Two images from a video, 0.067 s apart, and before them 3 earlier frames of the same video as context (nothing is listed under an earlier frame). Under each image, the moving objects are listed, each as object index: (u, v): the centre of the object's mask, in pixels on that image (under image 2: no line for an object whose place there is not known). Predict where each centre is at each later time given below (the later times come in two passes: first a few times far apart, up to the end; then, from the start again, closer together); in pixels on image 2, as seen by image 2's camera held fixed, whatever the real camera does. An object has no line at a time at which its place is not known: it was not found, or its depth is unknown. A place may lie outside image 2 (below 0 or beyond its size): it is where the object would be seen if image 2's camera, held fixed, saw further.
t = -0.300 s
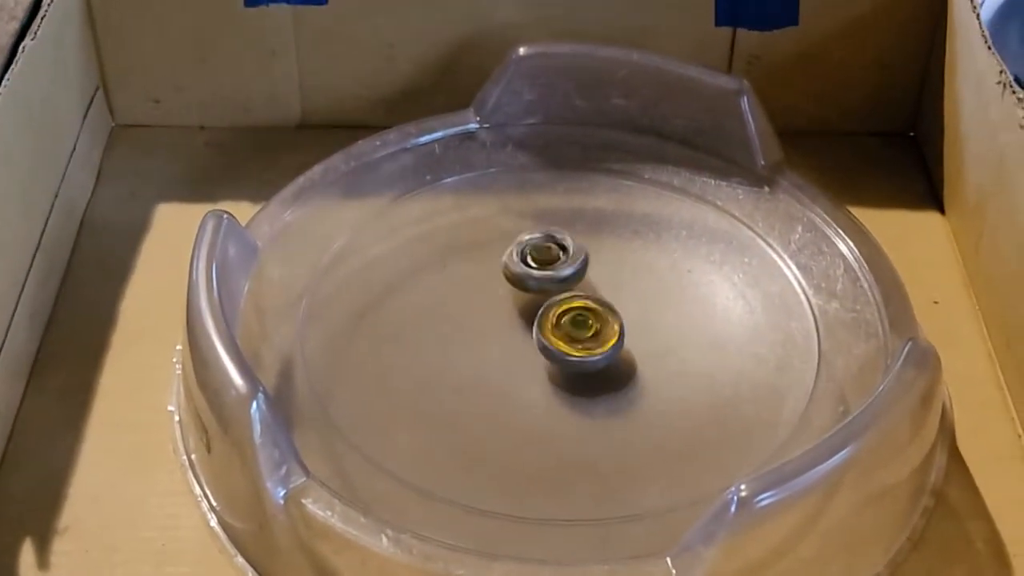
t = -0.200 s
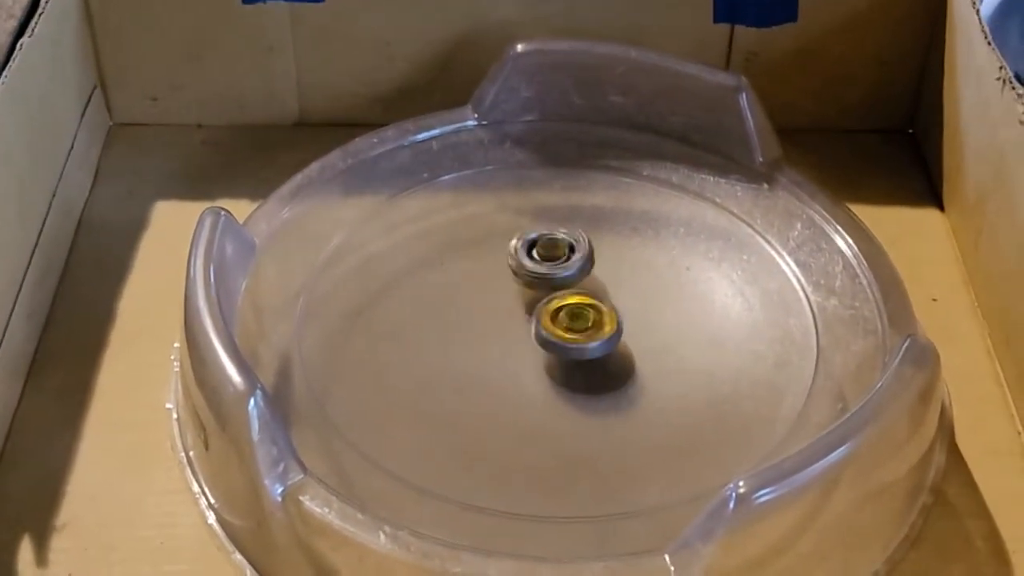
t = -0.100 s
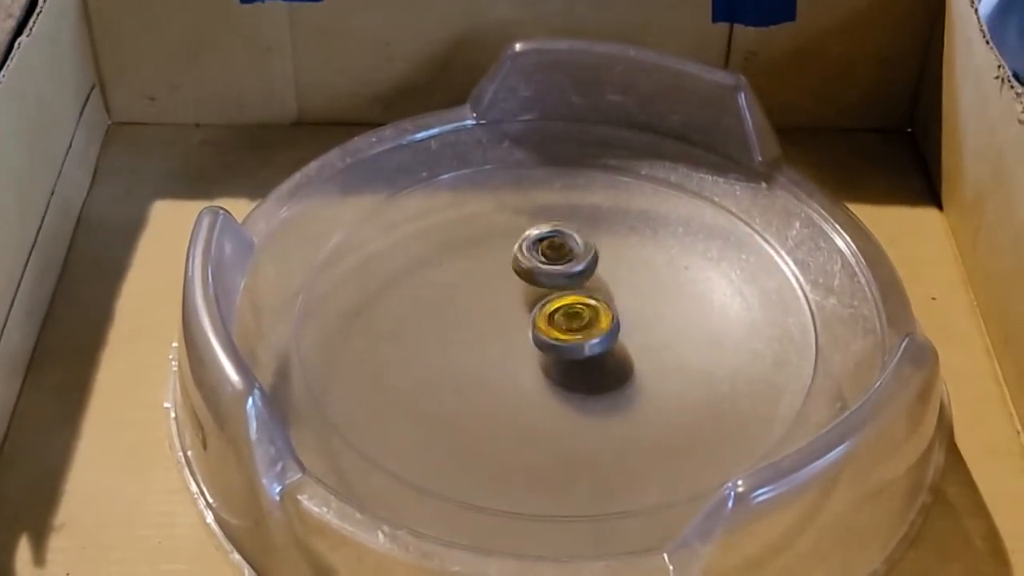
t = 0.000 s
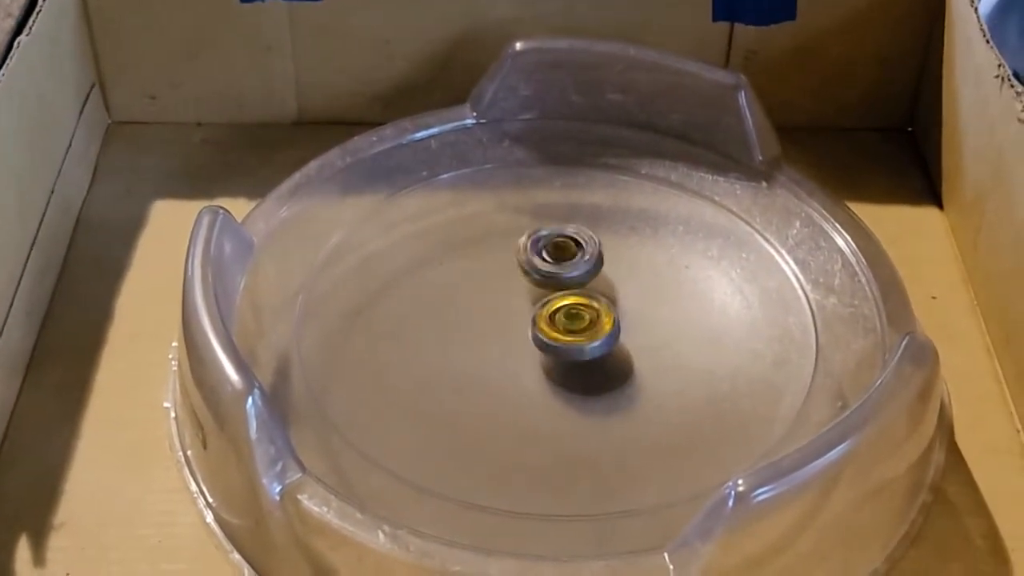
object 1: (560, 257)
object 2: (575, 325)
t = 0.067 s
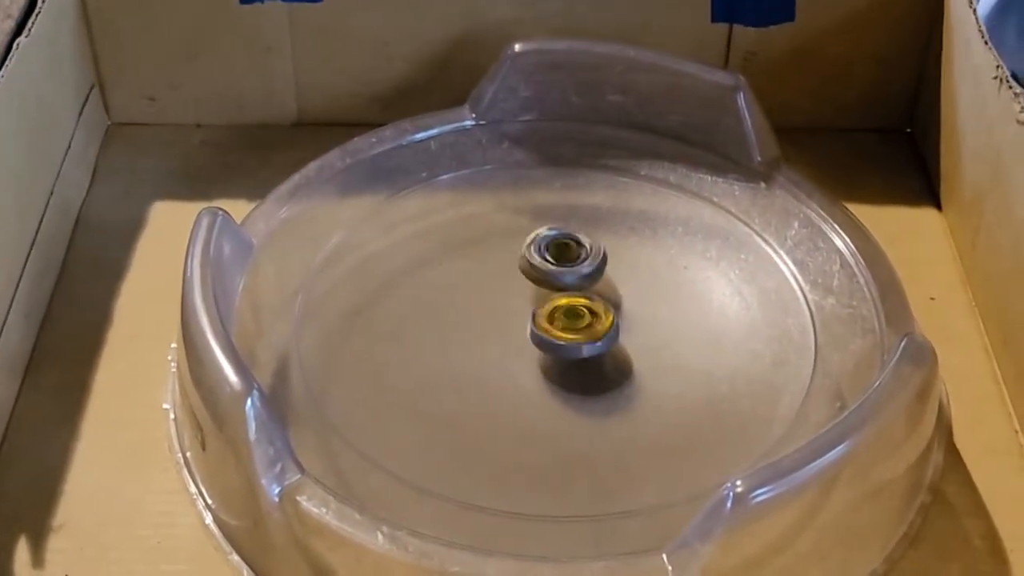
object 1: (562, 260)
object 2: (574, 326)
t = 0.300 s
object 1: (573, 259)
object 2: (569, 327)
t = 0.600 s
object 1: (590, 260)
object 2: (564, 328)
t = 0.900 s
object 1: (614, 275)
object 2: (557, 328)
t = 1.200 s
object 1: (642, 298)
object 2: (549, 331)
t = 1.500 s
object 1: (651, 330)
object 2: (547, 331)
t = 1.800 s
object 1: (629, 363)
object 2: (548, 329)
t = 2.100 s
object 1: (584, 387)
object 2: (540, 326)
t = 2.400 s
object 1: (535, 386)
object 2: (550, 321)
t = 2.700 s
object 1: (512, 385)
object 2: (559, 326)
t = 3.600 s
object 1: (515, 367)
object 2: (581, 327)
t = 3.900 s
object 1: (536, 374)
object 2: (578, 318)
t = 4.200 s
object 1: (548, 379)
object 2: (578, 320)
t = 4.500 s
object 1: (547, 379)
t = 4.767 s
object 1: (547, 379)
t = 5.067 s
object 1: (547, 379)
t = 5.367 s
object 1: (547, 379)
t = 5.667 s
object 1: (547, 379)
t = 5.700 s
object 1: (547, 379)
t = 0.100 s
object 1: (563, 260)
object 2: (575, 326)
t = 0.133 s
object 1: (565, 258)
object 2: (574, 327)
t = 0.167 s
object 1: (567, 260)
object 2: (571, 326)
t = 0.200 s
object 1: (569, 260)
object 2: (572, 325)
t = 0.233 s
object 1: (570, 260)
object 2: (572, 326)
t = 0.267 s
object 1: (571, 261)
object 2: (571, 326)
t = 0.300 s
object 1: (573, 259)
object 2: (569, 327)
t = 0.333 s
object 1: (578, 255)
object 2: (566, 330)
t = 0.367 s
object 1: (581, 256)
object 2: (564, 328)
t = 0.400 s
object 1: (582, 256)
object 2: (565, 325)
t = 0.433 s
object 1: (583, 256)
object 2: (568, 327)
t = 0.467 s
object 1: (584, 256)
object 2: (566, 329)
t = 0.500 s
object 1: (585, 256)
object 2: (563, 329)
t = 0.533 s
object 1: (589, 258)
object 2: (563, 327)
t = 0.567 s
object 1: (590, 259)
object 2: (564, 328)
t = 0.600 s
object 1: (590, 260)
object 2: (564, 328)
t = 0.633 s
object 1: (590, 261)
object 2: (563, 328)
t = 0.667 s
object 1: (594, 261)
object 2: (562, 328)
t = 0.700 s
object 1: (597, 262)
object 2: (562, 326)
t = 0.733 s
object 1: (598, 264)
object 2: (563, 327)
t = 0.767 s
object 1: (601, 267)
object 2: (563, 328)
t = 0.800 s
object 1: (604, 270)
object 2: (561, 329)
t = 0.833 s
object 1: (607, 271)
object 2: (558, 329)
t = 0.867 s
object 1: (610, 273)
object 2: (558, 329)
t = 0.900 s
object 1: (614, 275)
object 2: (557, 328)
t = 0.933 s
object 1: (618, 279)
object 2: (557, 327)
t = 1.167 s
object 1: (634, 296)
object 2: (555, 329)
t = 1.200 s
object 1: (642, 298)
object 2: (549, 331)
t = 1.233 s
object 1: (647, 301)
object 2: (543, 330)
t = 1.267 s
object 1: (651, 305)
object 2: (544, 327)
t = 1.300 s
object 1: (653, 308)
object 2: (547, 328)
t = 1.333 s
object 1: (653, 312)
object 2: (548, 331)
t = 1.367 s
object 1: (655, 315)
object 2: (545, 333)
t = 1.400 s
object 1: (654, 319)
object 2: (543, 331)
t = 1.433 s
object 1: (654, 322)
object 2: (544, 330)
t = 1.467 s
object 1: (654, 326)
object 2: (545, 330)
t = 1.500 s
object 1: (651, 330)
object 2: (547, 331)
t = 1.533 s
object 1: (649, 334)
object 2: (546, 332)
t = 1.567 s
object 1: (646, 337)
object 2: (544, 332)
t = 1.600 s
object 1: (643, 341)
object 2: (542, 330)
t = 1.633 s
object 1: (638, 343)
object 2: (545, 330)
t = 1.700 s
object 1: (641, 354)
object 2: (542, 326)
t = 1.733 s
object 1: (640, 357)
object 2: (545, 324)
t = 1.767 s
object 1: (634, 359)
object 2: (549, 325)
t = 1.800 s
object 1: (629, 363)
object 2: (548, 329)
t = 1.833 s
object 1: (625, 368)
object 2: (544, 330)
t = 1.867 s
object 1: (619, 369)
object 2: (543, 329)
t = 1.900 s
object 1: (613, 372)
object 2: (543, 325)
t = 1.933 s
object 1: (609, 376)
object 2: (543, 322)
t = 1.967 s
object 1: (606, 380)
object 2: (544, 320)
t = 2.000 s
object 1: (600, 382)
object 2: (547, 322)
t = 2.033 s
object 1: (596, 387)
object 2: (547, 324)
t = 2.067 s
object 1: (589, 387)
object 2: (543, 327)
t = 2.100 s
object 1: (584, 387)
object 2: (540, 326)
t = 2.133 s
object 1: (579, 388)
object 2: (541, 323)
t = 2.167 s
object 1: (572, 387)
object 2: (540, 320)
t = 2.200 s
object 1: (567, 385)
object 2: (542, 323)
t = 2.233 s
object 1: (560, 387)
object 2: (545, 322)
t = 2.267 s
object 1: (556, 387)
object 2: (545, 321)
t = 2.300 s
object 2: (546, 321)
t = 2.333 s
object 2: (546, 320)
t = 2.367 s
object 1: (541, 384)
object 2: (548, 321)
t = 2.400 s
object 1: (535, 386)
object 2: (550, 321)
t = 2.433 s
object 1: (531, 383)
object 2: (549, 321)
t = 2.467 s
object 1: (527, 385)
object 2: (549, 321)
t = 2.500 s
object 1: (525, 383)
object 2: (550, 321)
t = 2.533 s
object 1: (523, 384)
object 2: (550, 323)
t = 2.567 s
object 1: (520, 384)
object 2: (549, 322)
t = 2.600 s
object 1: (519, 387)
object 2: (551, 320)
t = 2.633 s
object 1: (517, 389)
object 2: (555, 322)
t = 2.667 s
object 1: (516, 387)
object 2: (559, 325)
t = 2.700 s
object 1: (512, 385)
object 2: (559, 326)
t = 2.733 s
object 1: (510, 383)
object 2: (559, 326)
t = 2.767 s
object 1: (507, 380)
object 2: (558, 325)
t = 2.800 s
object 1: (511, 376)
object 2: (558, 324)
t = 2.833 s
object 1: (508, 379)
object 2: (556, 323)
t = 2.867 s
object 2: (559, 320)
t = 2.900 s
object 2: (561, 321)
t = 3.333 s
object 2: (577, 324)
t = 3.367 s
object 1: (504, 359)
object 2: (577, 324)
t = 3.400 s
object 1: (506, 362)
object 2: (580, 322)
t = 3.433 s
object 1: (505, 360)
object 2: (580, 324)
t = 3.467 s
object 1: (511, 363)
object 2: (581, 324)
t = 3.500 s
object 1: (515, 365)
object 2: (583, 325)
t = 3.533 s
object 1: (513, 366)
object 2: (582, 325)
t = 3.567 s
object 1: (512, 366)
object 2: (581, 326)
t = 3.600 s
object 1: (515, 367)
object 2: (581, 327)
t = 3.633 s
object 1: (517, 367)
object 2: (581, 327)
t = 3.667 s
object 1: (515, 367)
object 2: (582, 327)
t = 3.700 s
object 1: (520, 369)
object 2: (582, 326)
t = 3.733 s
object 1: (521, 370)
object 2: (581, 325)
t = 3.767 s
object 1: (525, 370)
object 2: (580, 324)
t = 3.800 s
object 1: (529, 370)
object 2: (579, 323)
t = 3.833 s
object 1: (531, 371)
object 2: (578, 322)
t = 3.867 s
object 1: (533, 373)
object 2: (578, 320)
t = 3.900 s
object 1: (536, 374)
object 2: (578, 318)
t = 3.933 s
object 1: (540, 373)
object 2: (578, 318)
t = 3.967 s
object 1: (544, 376)
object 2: (578, 318)
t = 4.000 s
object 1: (546, 376)
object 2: (578, 318)
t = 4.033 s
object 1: (546, 377)
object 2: (578, 319)
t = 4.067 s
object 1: (547, 378)
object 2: (578, 320)
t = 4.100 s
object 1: (546, 377)
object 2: (578, 320)
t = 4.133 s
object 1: (547, 378)
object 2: (577, 321)
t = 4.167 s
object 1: (547, 378)
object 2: (577, 320)
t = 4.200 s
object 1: (548, 379)
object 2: (578, 320)
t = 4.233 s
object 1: (548, 379)
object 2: (577, 320)
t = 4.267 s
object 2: (577, 320)
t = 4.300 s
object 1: (548, 379)
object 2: (578, 320)
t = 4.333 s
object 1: (548, 379)
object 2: (577, 320)
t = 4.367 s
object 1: (548, 379)
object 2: (577, 320)
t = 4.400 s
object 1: (548, 379)
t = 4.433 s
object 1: (548, 379)
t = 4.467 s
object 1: (547, 379)
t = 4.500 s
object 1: (547, 379)
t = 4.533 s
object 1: (547, 379)
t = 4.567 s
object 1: (547, 379)
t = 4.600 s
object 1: (547, 379)
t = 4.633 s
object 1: (547, 379)
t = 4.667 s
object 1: (547, 379)
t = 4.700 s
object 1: (547, 379)
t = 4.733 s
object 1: (547, 379)
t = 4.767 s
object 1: (547, 379)
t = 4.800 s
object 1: (547, 379)
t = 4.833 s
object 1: (547, 379)
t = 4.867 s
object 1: (547, 379)
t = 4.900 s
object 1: (547, 379)
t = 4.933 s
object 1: (547, 379)
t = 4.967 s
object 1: (547, 379)
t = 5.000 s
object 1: (547, 379)
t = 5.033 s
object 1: (547, 379)
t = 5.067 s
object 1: (547, 379)
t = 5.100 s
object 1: (547, 379)
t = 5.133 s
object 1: (547, 379)
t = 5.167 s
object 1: (547, 379)
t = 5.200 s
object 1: (547, 379)
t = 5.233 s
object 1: (547, 379)
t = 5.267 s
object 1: (547, 379)
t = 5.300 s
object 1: (547, 379)
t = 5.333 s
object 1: (547, 379)
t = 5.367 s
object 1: (547, 379)
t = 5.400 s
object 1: (547, 379)
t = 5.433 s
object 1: (547, 379)
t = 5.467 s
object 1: (547, 379)
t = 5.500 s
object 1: (547, 379)
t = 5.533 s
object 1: (547, 379)
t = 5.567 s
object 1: (547, 379)
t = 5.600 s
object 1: (547, 379)
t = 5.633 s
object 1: (547, 379)
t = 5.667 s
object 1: (547, 379)
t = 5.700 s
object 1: (547, 379)
